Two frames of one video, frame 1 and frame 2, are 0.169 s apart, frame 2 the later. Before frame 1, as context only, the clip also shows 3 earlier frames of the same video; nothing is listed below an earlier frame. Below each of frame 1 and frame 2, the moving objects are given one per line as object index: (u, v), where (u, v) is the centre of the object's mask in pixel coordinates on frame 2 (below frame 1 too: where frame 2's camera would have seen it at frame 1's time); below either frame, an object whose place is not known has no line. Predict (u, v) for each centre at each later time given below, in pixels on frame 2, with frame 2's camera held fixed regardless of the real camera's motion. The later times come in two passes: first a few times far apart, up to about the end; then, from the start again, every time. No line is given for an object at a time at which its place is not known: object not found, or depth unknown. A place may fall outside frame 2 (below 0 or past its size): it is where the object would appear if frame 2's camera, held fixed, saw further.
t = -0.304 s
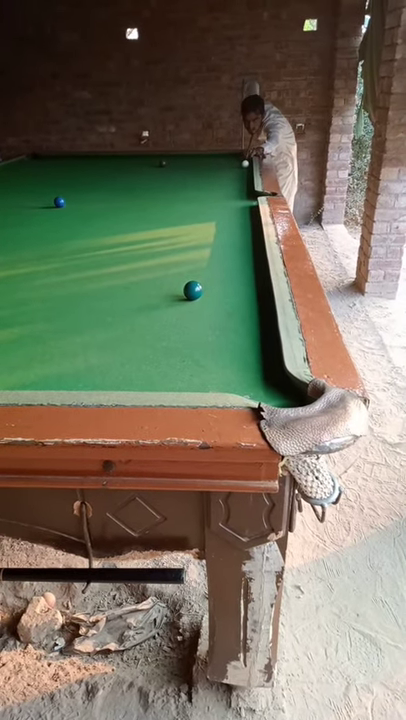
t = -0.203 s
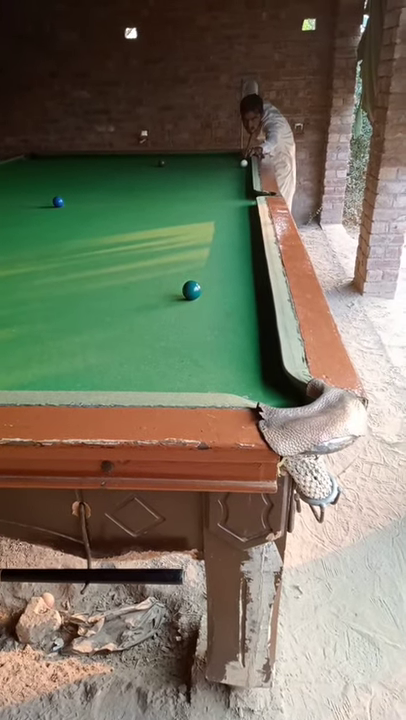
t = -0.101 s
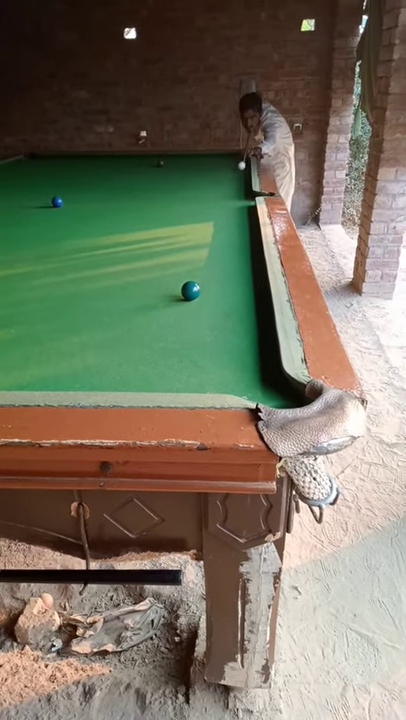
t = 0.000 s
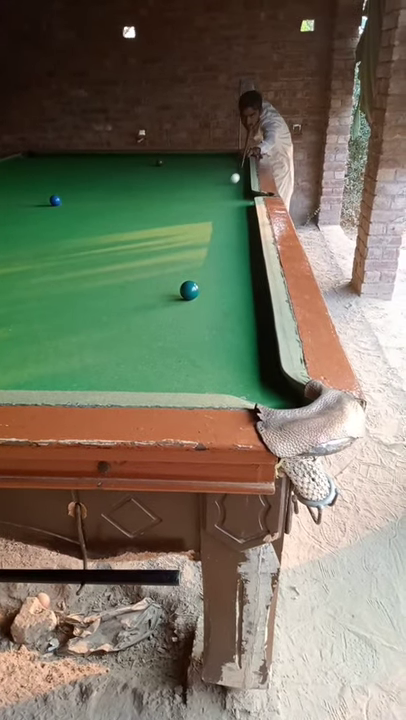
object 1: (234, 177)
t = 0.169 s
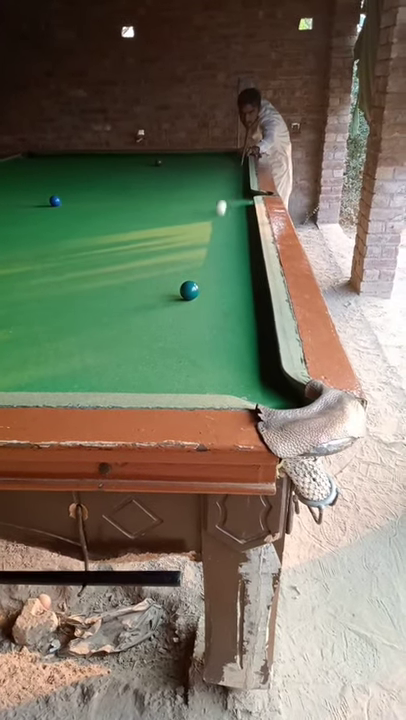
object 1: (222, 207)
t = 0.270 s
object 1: (210, 233)
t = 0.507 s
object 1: (146, 288)
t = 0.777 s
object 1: (29, 314)
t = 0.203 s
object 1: (218, 215)
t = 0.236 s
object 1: (214, 224)
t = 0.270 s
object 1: (210, 233)
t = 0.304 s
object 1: (205, 243)
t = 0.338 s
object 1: (199, 255)
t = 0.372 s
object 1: (194, 267)
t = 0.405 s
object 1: (187, 278)
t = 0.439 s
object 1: (174, 284)
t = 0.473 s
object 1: (160, 286)
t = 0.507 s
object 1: (146, 288)
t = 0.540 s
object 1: (132, 290)
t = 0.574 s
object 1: (117, 292)
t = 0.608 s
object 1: (104, 295)
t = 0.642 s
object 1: (89, 299)
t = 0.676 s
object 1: (75, 302)
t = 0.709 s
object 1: (60, 306)
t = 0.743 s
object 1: (45, 311)
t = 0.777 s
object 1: (29, 314)
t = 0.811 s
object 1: (12, 319)
